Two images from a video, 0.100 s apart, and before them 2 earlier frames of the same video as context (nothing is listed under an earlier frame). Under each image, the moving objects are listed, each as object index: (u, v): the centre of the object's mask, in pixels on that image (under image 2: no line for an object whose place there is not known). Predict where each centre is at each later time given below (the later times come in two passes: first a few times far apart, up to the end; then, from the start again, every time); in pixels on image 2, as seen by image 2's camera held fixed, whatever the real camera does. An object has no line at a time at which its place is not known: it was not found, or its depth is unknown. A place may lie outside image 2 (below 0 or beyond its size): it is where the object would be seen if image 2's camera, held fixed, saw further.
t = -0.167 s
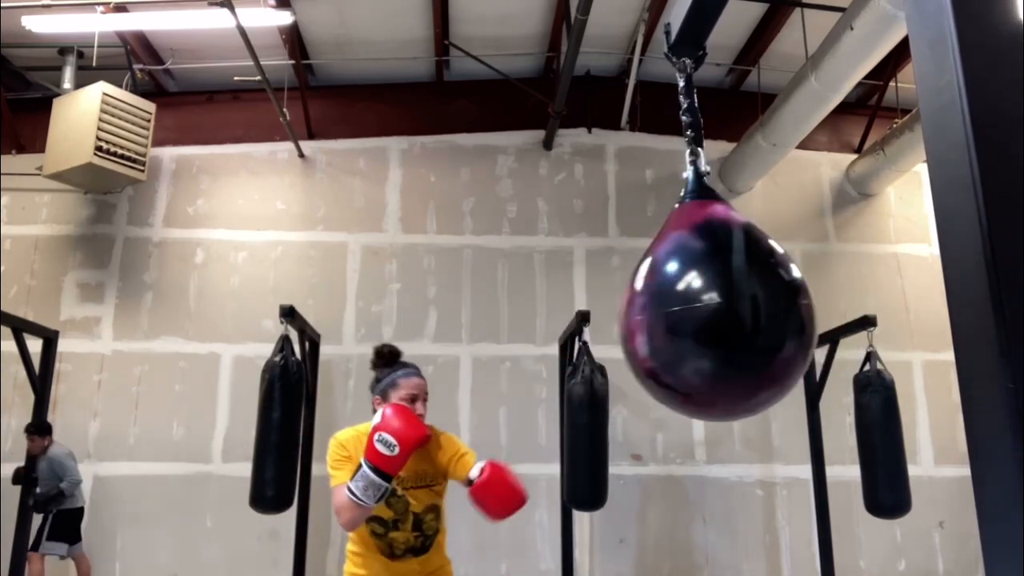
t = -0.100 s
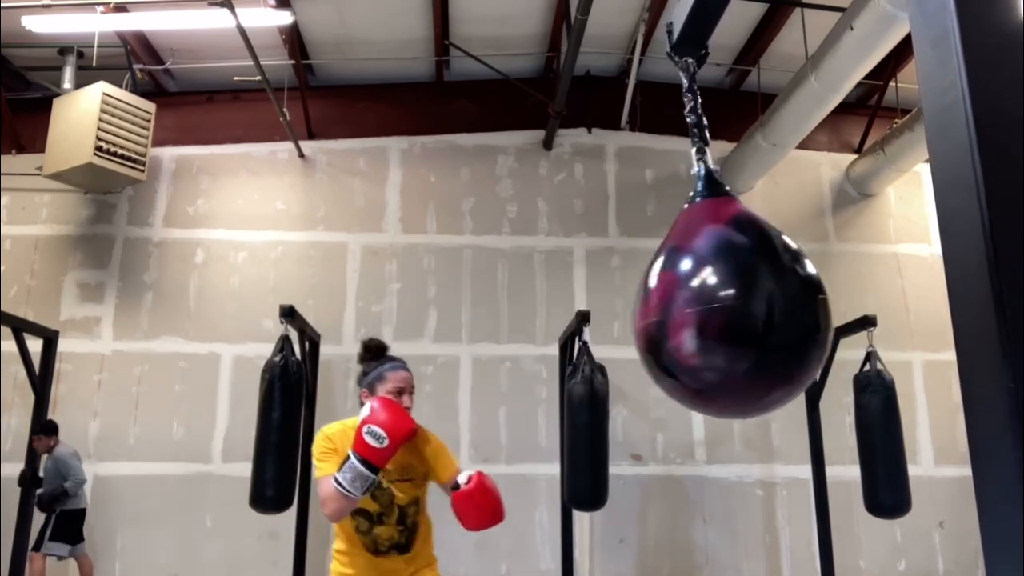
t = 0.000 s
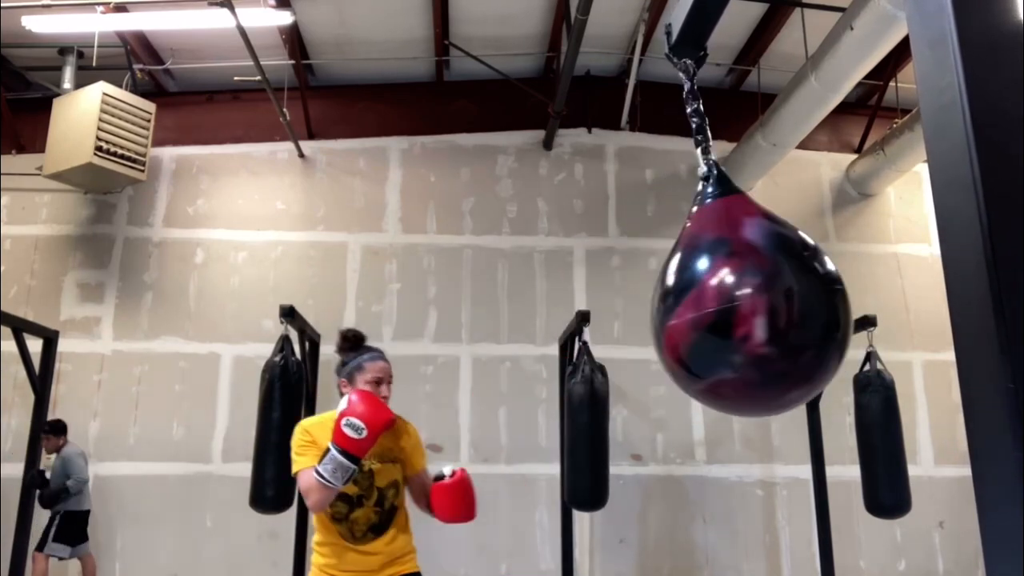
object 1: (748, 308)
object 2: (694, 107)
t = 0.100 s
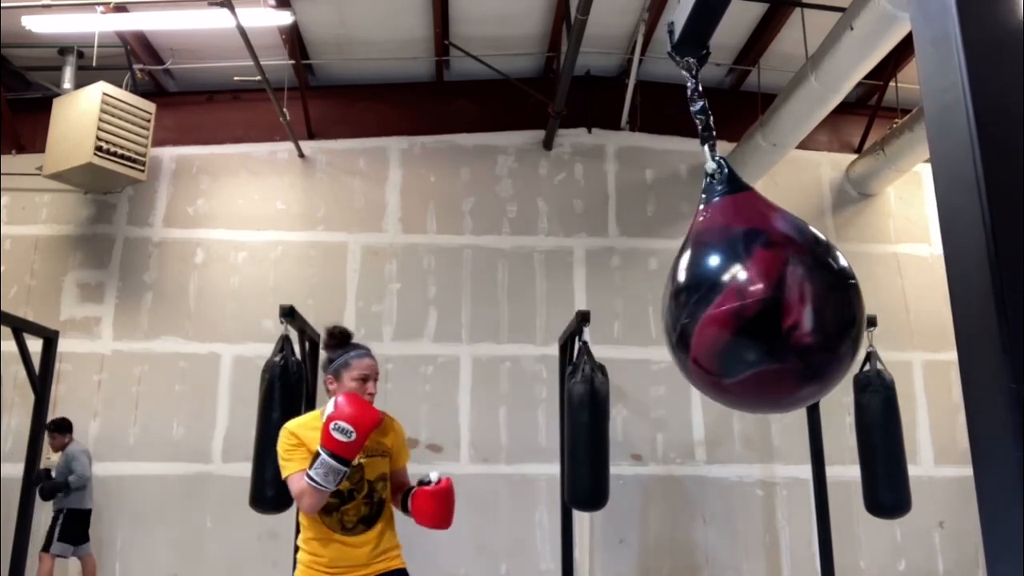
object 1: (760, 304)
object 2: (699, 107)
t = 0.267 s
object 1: (764, 302)
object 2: (699, 103)
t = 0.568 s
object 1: (723, 310)
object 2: (691, 105)
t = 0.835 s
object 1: (665, 309)
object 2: (682, 103)
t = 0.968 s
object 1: (646, 305)
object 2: (680, 100)
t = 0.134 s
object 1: (762, 303)
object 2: (699, 106)
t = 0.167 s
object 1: (766, 303)
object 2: (699, 106)
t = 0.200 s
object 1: (766, 302)
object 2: (699, 107)
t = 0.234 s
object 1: (765, 302)
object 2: (698, 104)
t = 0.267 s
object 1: (764, 302)
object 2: (699, 103)
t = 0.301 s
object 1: (762, 303)
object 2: (699, 105)
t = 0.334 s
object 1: (760, 304)
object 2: (697, 104)
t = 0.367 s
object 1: (757, 304)
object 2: (696, 104)
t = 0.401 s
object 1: (753, 305)
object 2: (696, 105)
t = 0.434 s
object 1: (746, 305)
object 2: (696, 105)
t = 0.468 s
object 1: (741, 306)
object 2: (694, 103)
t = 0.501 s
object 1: (736, 308)
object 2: (693, 107)
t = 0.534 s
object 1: (730, 309)
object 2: (692, 108)
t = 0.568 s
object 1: (723, 310)
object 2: (691, 105)
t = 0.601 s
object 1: (715, 311)
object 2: (690, 105)
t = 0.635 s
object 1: (707, 311)
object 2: (689, 105)
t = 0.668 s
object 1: (700, 311)
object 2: (688, 106)
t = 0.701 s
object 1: (693, 310)
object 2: (686, 105)
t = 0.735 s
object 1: (685, 311)
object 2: (685, 104)
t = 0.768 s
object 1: (677, 310)
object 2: (684, 106)
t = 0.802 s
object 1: (670, 310)
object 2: (684, 105)
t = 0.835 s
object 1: (665, 309)
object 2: (682, 103)
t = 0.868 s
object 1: (660, 308)
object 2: (681, 101)
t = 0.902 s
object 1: (655, 306)
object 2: (680, 101)
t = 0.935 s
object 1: (650, 306)
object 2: (680, 100)
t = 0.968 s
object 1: (646, 305)
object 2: (680, 100)
